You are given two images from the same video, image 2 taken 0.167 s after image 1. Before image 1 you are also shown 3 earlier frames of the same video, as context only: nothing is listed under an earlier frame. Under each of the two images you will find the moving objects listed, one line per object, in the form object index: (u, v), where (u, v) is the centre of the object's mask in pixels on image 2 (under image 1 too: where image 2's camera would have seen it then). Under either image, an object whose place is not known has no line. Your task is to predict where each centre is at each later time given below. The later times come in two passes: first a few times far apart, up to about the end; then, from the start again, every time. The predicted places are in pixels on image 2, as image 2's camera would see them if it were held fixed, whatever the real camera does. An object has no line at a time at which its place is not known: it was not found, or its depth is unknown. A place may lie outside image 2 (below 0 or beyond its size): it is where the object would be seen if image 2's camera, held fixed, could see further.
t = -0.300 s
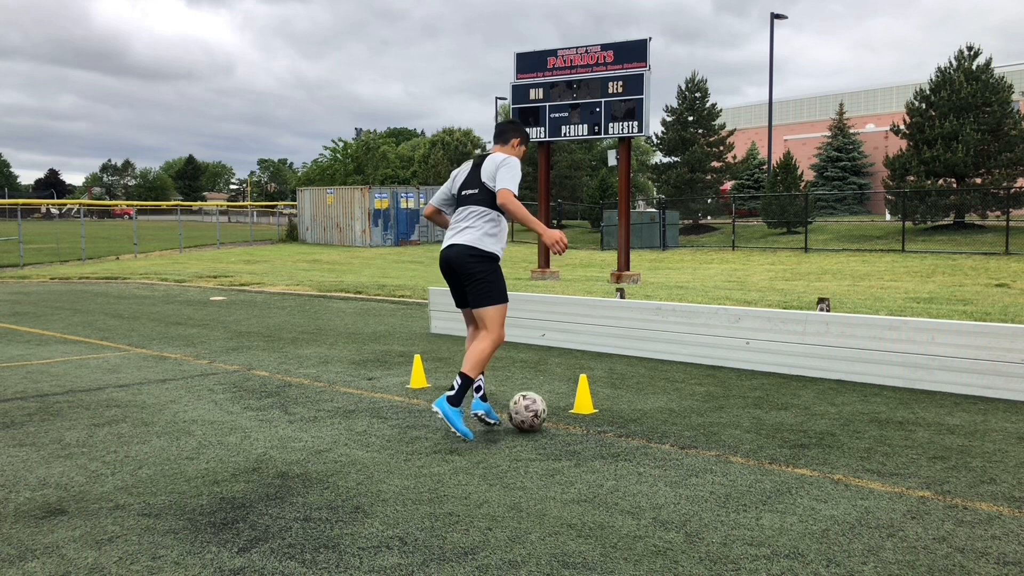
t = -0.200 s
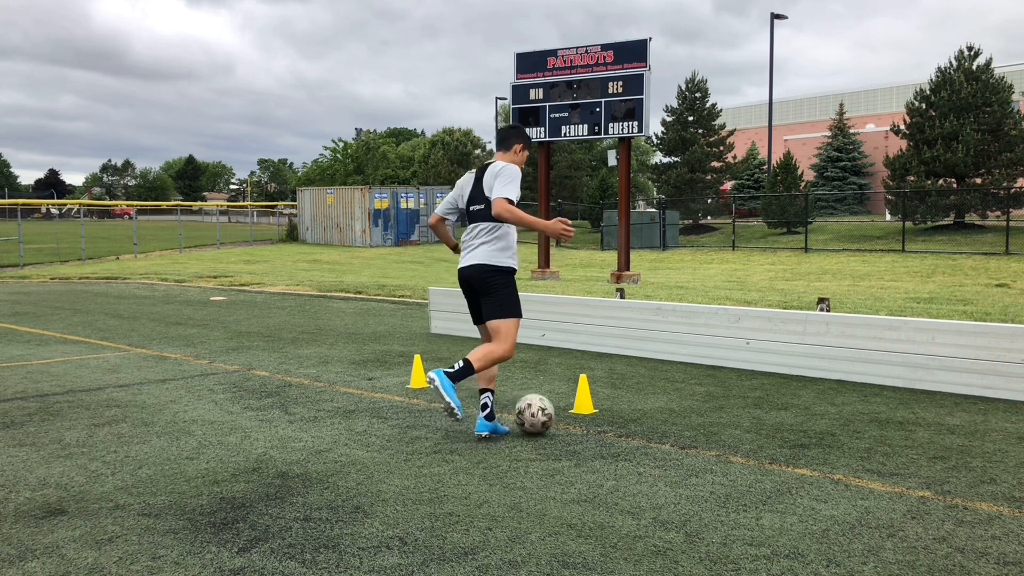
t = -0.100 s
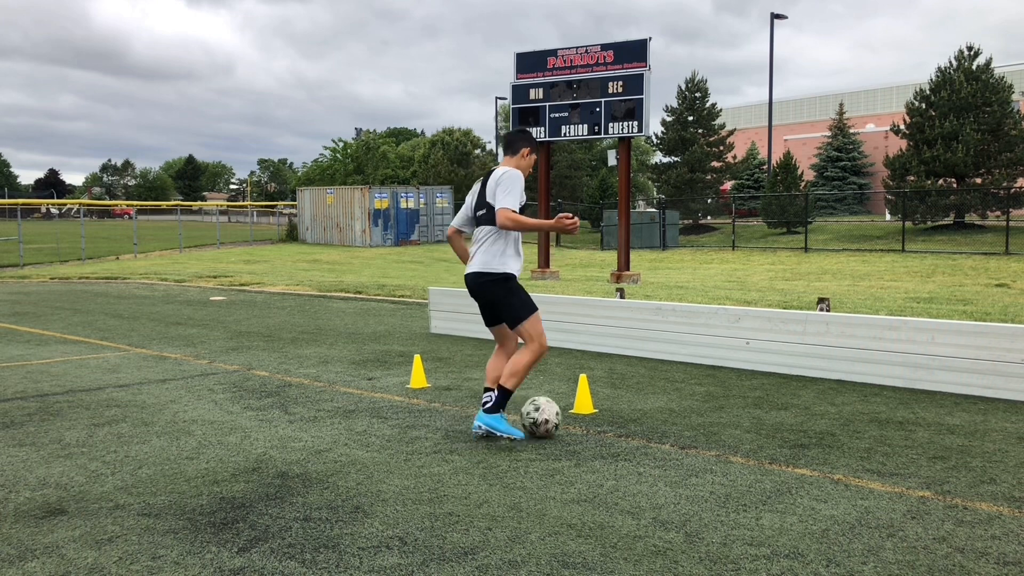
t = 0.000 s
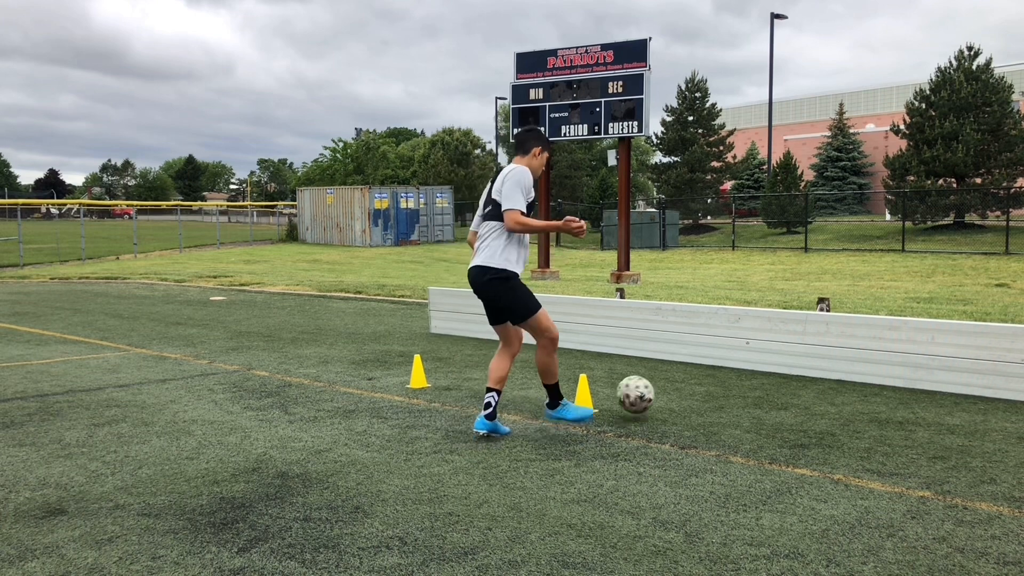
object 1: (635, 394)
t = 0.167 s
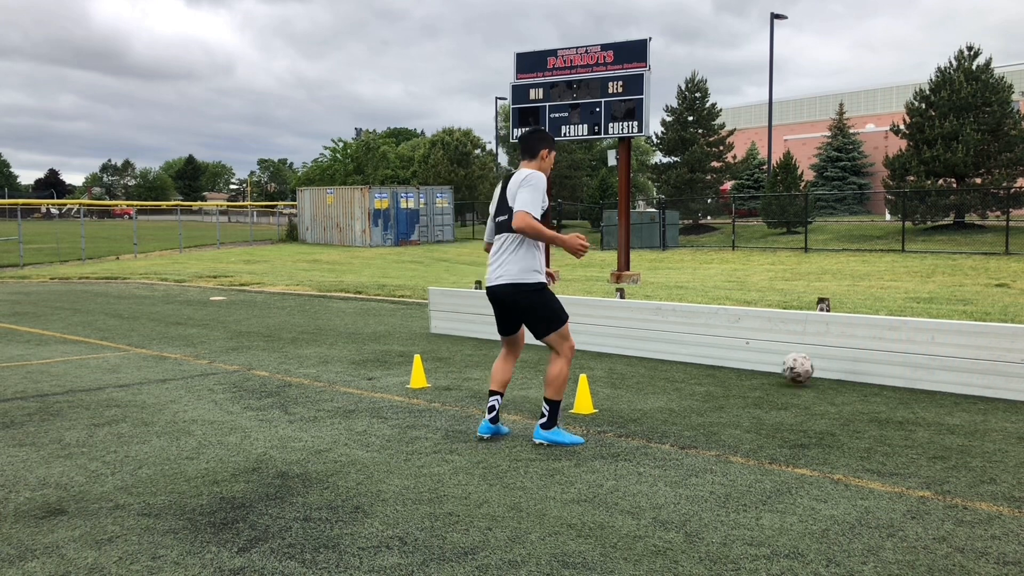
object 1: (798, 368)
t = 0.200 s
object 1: (821, 363)
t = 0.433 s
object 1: (740, 389)
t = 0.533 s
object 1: (698, 401)
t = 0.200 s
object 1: (821, 363)
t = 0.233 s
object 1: (819, 365)
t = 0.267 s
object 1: (806, 372)
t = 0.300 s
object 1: (793, 374)
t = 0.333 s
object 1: (781, 375)
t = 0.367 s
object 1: (767, 378)
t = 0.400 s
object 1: (754, 383)
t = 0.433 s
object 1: (740, 389)
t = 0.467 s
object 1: (725, 399)
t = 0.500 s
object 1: (711, 399)
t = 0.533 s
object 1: (698, 401)
